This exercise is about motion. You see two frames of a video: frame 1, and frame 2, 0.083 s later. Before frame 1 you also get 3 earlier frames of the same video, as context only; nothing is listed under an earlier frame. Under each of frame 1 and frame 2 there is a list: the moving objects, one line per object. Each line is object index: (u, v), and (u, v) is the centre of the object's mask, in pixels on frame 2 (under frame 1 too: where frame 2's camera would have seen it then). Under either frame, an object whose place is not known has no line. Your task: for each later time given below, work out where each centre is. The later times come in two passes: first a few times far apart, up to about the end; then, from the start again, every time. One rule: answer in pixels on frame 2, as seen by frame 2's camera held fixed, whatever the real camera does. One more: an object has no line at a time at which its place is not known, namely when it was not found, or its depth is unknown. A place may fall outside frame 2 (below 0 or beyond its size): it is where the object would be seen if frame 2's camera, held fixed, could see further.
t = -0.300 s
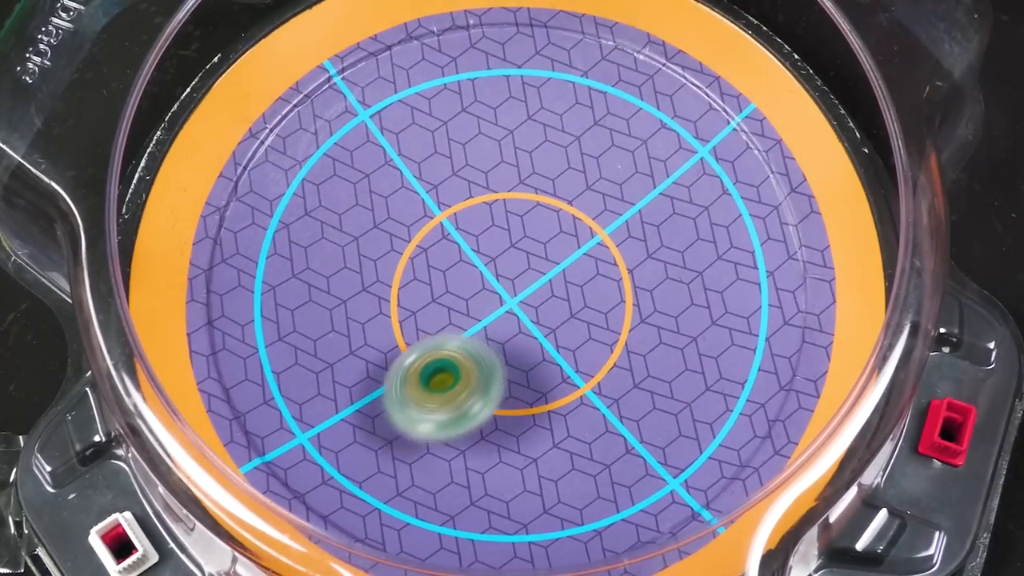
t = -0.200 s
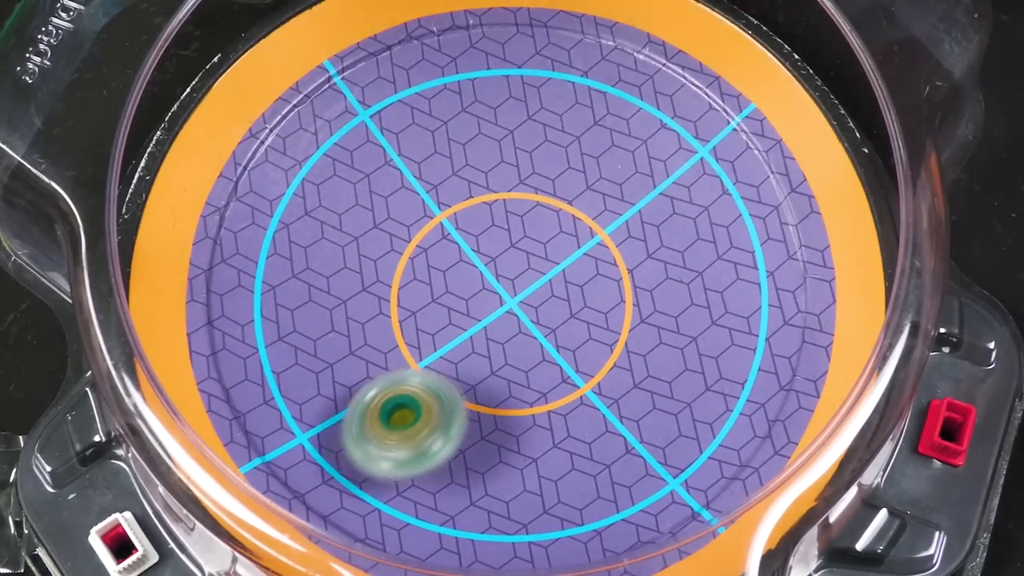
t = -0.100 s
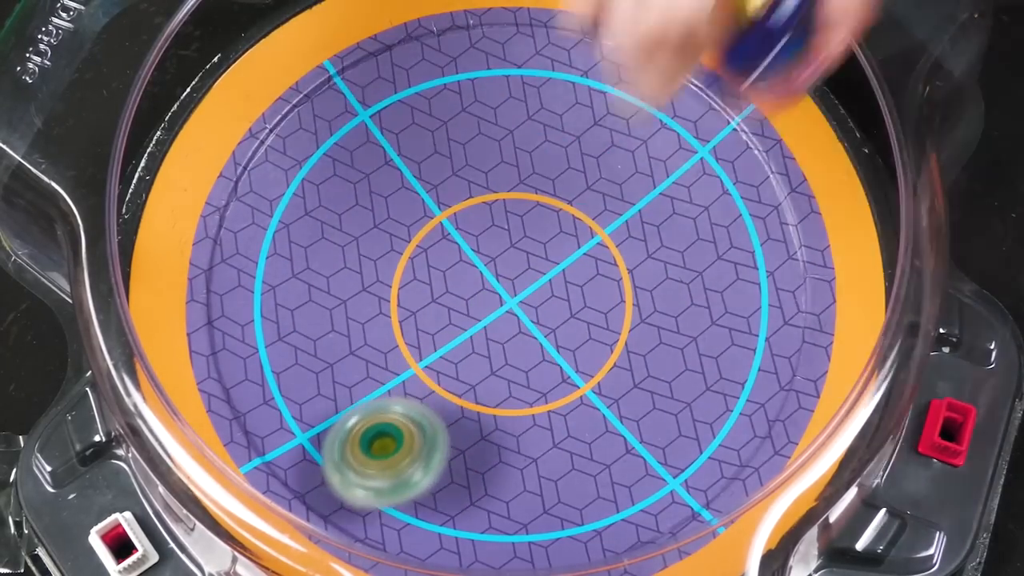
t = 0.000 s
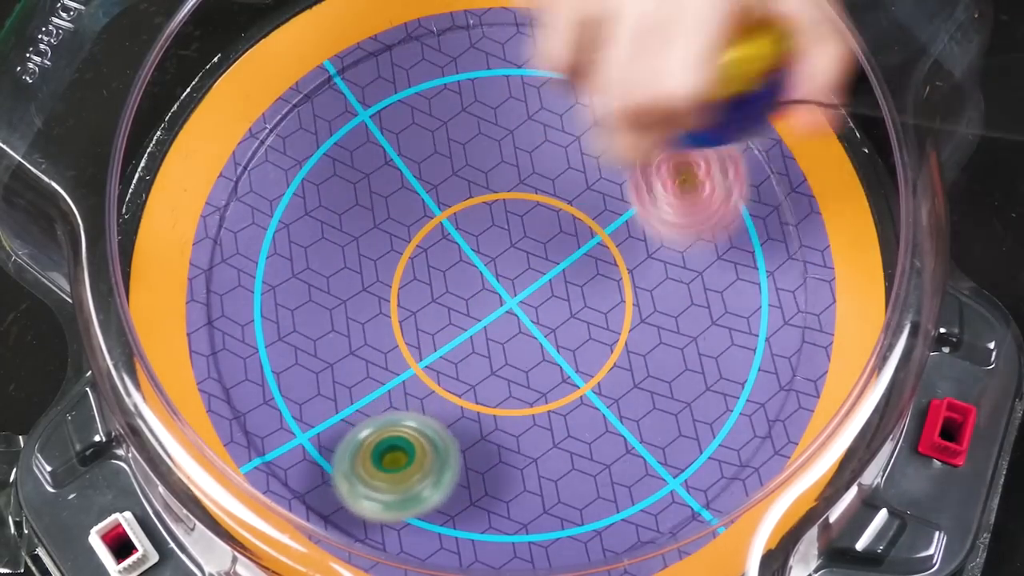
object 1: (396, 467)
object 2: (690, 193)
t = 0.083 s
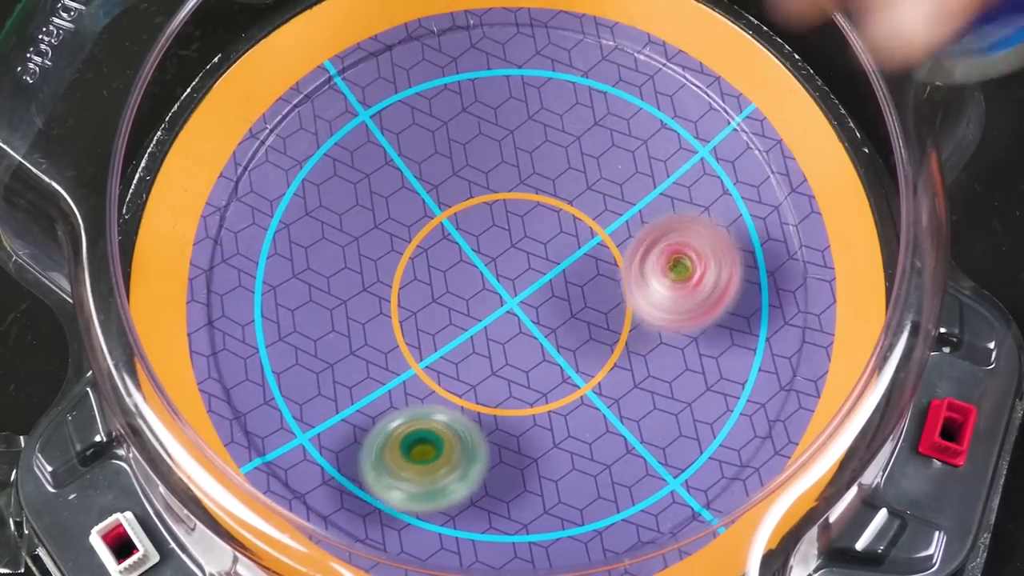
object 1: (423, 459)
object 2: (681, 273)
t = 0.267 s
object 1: (425, 378)
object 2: (630, 415)
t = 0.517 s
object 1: (228, 226)
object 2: (728, 382)
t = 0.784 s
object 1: (345, 261)
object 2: (594, 249)
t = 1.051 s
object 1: (307, 257)
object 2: (562, 329)
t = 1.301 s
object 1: (316, 253)
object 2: (581, 415)
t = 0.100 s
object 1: (429, 456)
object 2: (673, 287)
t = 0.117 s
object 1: (436, 452)
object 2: (663, 304)
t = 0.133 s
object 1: (441, 447)
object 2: (653, 324)
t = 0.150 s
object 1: (448, 442)
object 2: (643, 339)
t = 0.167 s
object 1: (454, 436)
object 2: (634, 348)
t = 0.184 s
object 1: (459, 429)
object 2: (623, 360)
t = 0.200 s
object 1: (465, 423)
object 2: (611, 373)
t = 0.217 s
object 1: (470, 415)
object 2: (601, 382)
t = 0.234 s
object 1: (466, 406)
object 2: (601, 393)
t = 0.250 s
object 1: (445, 393)
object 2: (615, 403)
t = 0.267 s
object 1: (425, 378)
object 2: (630, 415)
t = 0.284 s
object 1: (407, 365)
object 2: (644, 425)
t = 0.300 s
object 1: (389, 351)
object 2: (658, 433)
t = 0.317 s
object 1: (372, 338)
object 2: (672, 441)
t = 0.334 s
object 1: (356, 326)
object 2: (685, 446)
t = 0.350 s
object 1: (340, 315)
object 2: (698, 451)
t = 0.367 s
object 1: (325, 303)
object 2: (710, 453)
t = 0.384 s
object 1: (312, 292)
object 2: (721, 452)
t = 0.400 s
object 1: (297, 281)
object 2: (727, 448)
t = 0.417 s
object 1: (284, 271)
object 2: (731, 441)
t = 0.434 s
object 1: (269, 261)
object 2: (733, 435)
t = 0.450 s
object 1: (258, 252)
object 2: (734, 426)
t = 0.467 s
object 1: (250, 245)
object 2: (734, 417)
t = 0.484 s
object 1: (242, 237)
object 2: (733, 405)
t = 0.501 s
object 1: (234, 231)
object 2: (731, 394)
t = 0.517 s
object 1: (228, 226)
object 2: (728, 382)
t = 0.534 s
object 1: (225, 223)
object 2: (725, 370)
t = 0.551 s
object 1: (227, 221)
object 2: (721, 358)
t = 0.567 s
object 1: (230, 220)
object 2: (715, 345)
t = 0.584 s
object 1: (234, 219)
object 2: (710, 333)
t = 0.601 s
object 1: (239, 220)
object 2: (704, 322)
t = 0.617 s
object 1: (245, 221)
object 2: (698, 311)
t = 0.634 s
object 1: (252, 224)
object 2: (691, 300)
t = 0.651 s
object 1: (260, 226)
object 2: (683, 290)
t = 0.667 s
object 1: (269, 230)
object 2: (674, 282)
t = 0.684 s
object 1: (278, 233)
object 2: (664, 273)
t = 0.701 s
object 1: (288, 237)
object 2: (654, 267)
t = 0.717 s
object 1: (300, 242)
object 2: (643, 261)
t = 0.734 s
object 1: (311, 247)
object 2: (631, 256)
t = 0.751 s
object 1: (323, 252)
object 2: (620, 252)
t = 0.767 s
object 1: (334, 257)
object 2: (607, 250)
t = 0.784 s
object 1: (345, 261)
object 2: (594, 249)
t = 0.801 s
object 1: (356, 266)
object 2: (581, 248)
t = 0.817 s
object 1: (368, 270)
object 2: (567, 249)
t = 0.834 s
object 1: (380, 272)
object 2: (553, 251)
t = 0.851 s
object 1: (390, 275)
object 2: (540, 254)
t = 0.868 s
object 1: (400, 277)
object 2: (525, 257)
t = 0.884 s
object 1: (399, 278)
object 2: (522, 260)
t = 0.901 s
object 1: (388, 278)
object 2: (528, 265)
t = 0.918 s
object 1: (378, 277)
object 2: (534, 268)
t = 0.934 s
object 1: (366, 275)
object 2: (540, 274)
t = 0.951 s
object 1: (356, 273)
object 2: (545, 280)
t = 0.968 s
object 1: (346, 270)
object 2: (549, 287)
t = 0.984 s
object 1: (337, 267)
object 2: (553, 294)
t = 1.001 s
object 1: (329, 265)
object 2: (556, 302)
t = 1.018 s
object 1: (321, 261)
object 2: (559, 310)
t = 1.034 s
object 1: (314, 259)
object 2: (561, 320)
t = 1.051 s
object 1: (307, 257)
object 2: (562, 329)
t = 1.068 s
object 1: (302, 254)
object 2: (563, 338)
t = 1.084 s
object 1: (297, 252)
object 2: (564, 347)
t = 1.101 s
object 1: (293, 251)
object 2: (565, 354)
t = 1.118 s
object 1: (290, 250)
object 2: (566, 362)
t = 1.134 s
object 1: (287, 248)
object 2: (567, 370)
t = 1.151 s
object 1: (287, 248)
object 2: (569, 377)
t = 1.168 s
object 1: (287, 248)
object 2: (570, 384)
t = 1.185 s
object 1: (289, 248)
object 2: (572, 390)
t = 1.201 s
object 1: (290, 249)
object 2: (574, 395)
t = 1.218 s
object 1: (293, 249)
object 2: (575, 399)
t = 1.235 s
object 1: (297, 250)
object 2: (576, 404)
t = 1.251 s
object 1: (300, 250)
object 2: (577, 407)
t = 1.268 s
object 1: (306, 252)
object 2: (579, 410)
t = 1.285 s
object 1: (311, 253)
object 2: (580, 413)
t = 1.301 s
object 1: (316, 253)
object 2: (581, 415)
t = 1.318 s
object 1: (322, 254)
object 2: (581, 417)
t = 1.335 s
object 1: (328, 255)
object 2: (582, 417)
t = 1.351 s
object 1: (335, 255)
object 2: (583, 418)
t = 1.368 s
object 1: (341, 255)
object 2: (584, 417)
